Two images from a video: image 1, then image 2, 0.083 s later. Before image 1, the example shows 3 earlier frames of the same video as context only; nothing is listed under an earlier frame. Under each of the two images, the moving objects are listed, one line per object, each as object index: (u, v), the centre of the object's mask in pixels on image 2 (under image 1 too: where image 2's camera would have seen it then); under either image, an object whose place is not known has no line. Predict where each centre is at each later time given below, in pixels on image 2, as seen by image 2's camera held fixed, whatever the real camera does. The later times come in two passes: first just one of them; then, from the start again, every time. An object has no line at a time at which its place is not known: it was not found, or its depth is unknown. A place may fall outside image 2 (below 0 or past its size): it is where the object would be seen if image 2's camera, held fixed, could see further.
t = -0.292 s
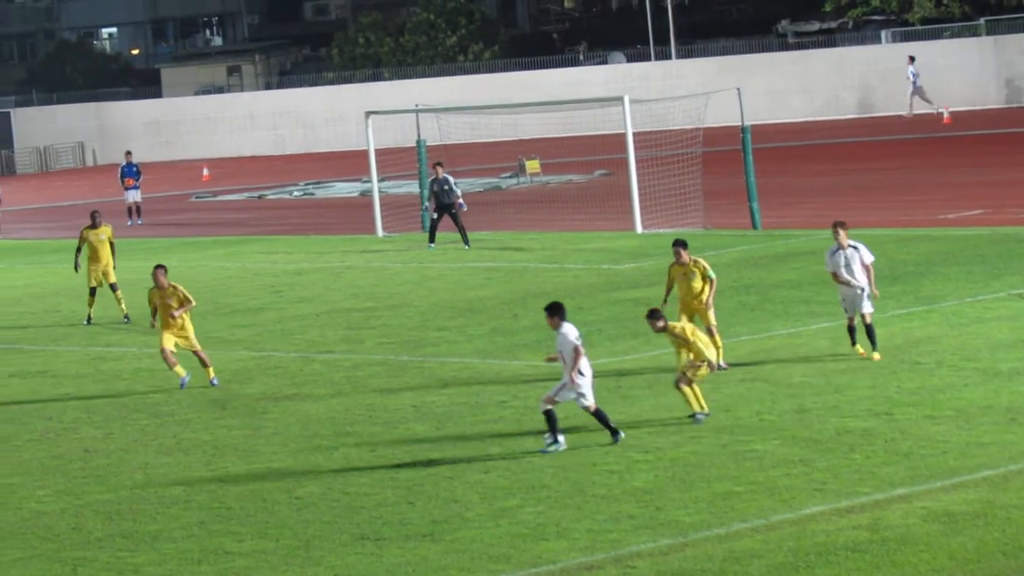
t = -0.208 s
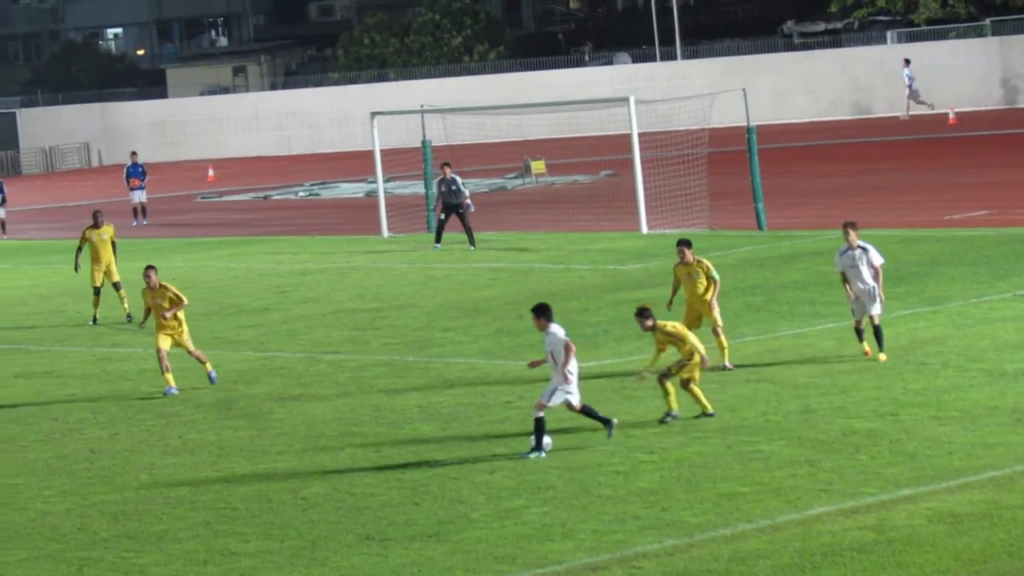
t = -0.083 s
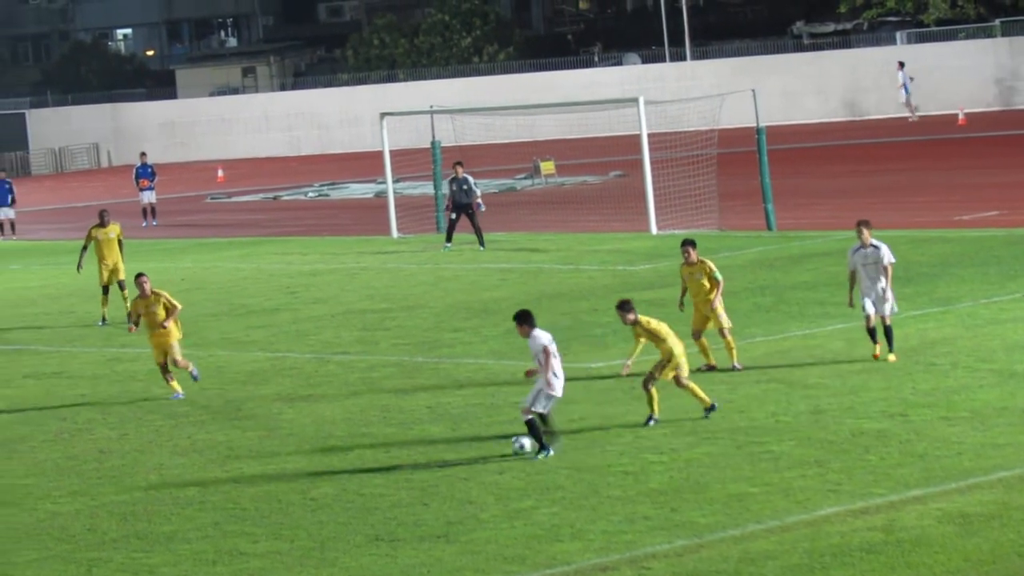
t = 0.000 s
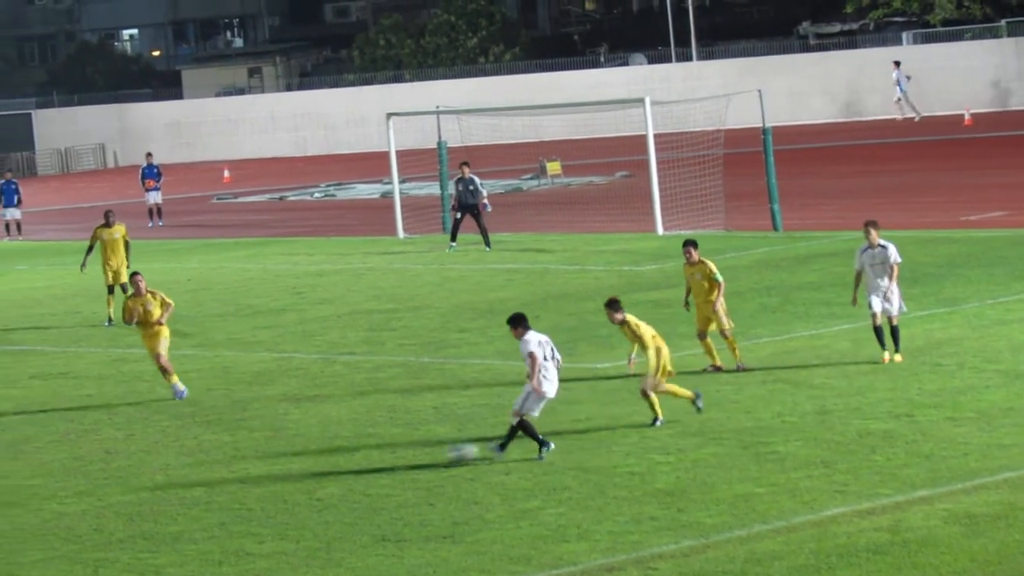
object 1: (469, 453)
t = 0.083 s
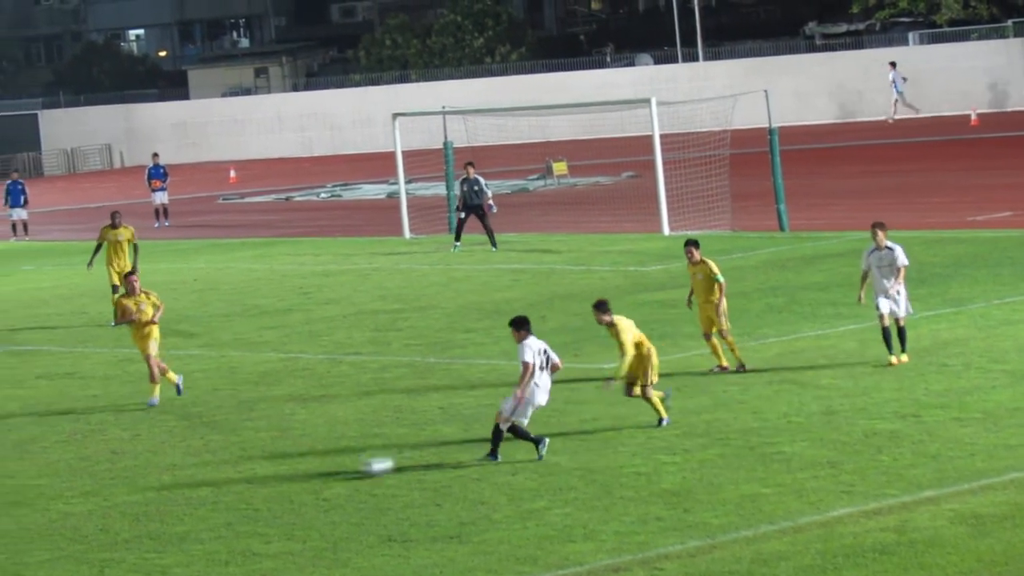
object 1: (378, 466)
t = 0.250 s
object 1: (209, 488)
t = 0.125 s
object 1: (333, 472)
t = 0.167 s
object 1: (292, 476)
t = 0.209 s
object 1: (249, 483)
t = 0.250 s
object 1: (209, 488)
